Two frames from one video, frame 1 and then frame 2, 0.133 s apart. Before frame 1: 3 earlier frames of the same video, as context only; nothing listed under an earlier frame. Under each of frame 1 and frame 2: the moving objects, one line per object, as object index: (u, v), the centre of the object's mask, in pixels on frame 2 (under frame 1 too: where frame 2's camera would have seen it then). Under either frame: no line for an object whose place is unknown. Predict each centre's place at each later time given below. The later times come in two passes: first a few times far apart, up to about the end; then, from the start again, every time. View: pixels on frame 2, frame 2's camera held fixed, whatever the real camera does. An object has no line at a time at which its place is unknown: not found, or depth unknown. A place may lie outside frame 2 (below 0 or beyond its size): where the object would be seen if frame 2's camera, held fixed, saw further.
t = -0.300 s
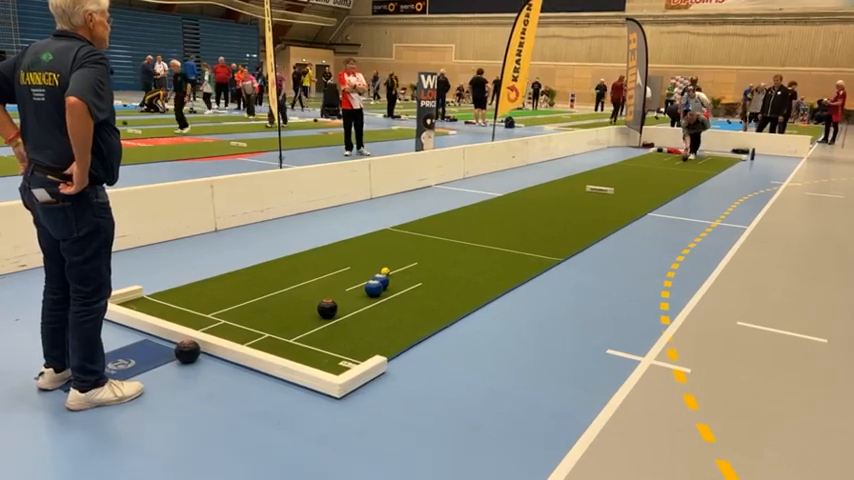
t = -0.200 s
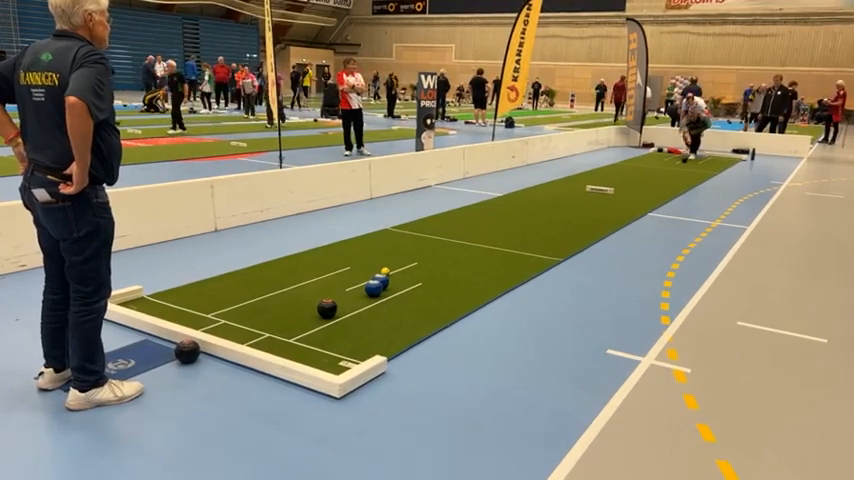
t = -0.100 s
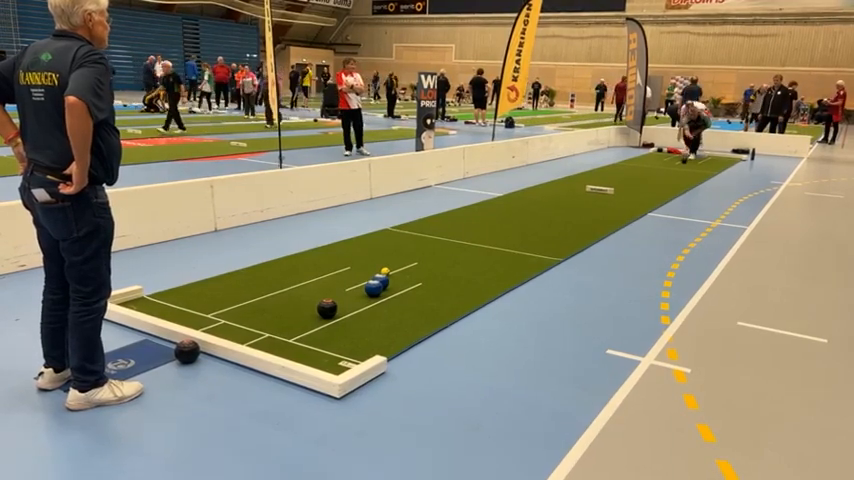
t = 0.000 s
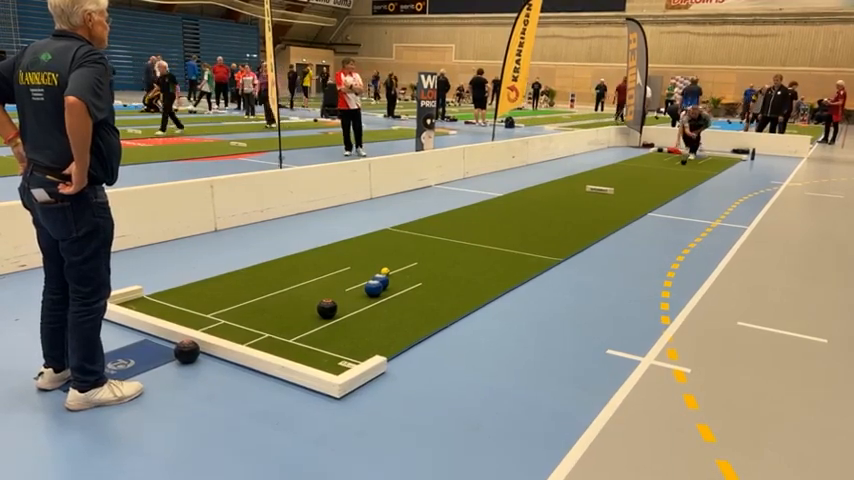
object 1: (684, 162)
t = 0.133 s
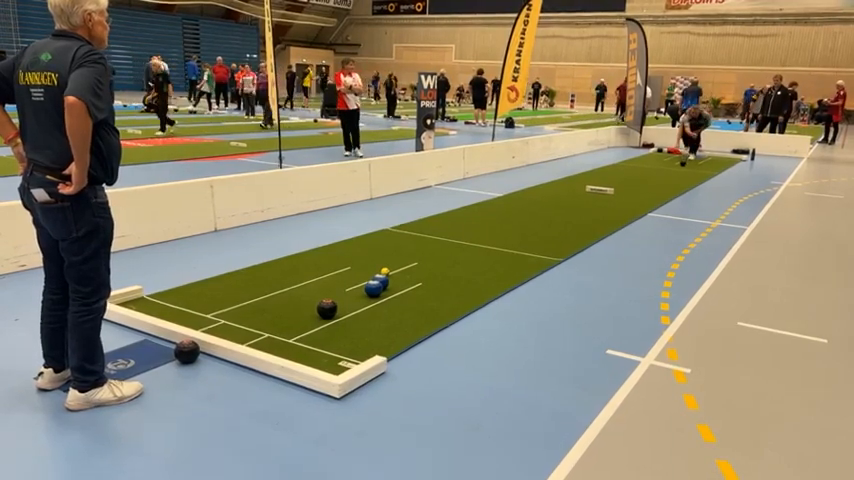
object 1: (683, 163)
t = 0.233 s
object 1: (682, 164)
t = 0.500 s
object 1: (681, 167)
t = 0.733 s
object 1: (679, 170)
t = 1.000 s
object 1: (676, 173)
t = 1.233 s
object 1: (674, 176)
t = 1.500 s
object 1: (671, 179)
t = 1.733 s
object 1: (668, 182)
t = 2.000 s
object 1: (664, 186)
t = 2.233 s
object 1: (660, 189)
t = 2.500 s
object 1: (656, 193)
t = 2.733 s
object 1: (651, 196)
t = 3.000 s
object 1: (646, 200)
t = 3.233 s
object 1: (642, 204)
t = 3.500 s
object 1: (636, 208)
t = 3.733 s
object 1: (630, 212)
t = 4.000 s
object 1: (623, 216)
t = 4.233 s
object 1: (616, 220)
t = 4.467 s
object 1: (608, 224)
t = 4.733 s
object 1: (598, 229)
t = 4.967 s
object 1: (588, 233)
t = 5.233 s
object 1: (577, 237)
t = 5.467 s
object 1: (566, 241)
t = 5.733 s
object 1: (552, 245)
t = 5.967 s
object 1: (541, 248)
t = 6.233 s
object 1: (526, 253)
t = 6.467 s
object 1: (513, 256)
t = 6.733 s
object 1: (499, 260)
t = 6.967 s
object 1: (486, 262)
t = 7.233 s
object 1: (472, 265)
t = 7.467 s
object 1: (459, 267)
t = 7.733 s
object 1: (445, 269)
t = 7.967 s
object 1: (434, 271)
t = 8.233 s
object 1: (421, 272)
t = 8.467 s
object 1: (412, 274)
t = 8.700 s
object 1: (404, 275)
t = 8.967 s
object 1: (395, 276)
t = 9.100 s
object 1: (391, 275)
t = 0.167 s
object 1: (683, 164)
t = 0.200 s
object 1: (683, 164)
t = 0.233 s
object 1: (682, 164)
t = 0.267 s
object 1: (682, 165)
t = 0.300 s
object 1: (682, 165)
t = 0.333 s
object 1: (682, 165)
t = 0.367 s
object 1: (682, 166)
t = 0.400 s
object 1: (681, 166)
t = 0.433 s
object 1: (681, 166)
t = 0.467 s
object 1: (681, 167)
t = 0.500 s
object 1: (681, 167)
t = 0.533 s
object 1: (680, 168)
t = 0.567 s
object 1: (680, 168)
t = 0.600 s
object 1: (680, 168)
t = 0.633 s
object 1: (680, 168)
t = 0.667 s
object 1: (679, 169)
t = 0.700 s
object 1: (679, 170)
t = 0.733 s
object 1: (679, 170)
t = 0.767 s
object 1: (679, 170)
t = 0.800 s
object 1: (678, 170)
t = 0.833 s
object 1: (678, 171)
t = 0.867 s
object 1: (678, 171)
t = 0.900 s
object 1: (677, 172)
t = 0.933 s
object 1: (677, 172)
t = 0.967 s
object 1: (676, 173)
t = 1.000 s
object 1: (676, 173)
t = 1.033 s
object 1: (676, 173)
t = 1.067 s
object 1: (676, 174)
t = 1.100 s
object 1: (675, 174)
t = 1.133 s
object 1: (675, 175)
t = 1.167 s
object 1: (675, 175)
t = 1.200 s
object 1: (674, 175)
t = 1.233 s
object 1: (674, 176)
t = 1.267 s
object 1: (673, 176)
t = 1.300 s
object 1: (673, 177)
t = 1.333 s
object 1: (673, 177)
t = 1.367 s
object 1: (673, 178)
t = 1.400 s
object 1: (672, 178)
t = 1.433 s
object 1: (672, 179)
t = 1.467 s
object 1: (671, 179)
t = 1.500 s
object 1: (671, 179)
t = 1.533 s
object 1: (670, 180)
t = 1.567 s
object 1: (670, 180)
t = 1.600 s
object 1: (670, 180)
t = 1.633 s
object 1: (669, 181)
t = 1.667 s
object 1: (669, 181)
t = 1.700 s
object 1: (668, 182)
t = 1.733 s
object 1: (668, 182)
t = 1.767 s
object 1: (667, 182)
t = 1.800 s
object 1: (667, 183)
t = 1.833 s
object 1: (666, 183)
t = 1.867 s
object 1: (666, 184)
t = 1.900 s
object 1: (665, 184)
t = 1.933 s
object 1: (665, 185)
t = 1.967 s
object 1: (664, 185)
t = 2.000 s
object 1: (664, 186)
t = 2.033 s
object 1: (663, 186)
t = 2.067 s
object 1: (663, 186)
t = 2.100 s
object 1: (662, 187)
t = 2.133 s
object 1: (662, 187)
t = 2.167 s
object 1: (661, 188)
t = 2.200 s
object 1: (661, 188)
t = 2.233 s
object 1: (660, 189)
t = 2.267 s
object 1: (660, 189)
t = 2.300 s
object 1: (659, 190)
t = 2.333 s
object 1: (659, 190)
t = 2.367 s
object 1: (658, 191)
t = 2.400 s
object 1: (657, 191)
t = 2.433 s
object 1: (657, 192)
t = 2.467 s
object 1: (656, 192)
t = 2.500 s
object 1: (656, 193)
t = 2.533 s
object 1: (655, 193)
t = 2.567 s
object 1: (655, 194)
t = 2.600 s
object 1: (654, 194)
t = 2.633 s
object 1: (653, 195)
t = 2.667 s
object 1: (653, 195)
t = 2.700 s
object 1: (652, 196)
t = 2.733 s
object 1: (651, 196)
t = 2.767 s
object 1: (651, 197)
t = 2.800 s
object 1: (650, 197)
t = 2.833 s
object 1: (649, 198)
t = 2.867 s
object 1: (649, 198)
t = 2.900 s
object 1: (648, 199)
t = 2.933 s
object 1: (648, 199)
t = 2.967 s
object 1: (647, 200)
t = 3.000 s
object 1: (646, 200)
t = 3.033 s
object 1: (646, 201)
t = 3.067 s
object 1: (645, 201)
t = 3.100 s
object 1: (644, 202)
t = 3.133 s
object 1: (643, 202)
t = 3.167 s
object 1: (643, 203)
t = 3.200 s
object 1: (642, 203)
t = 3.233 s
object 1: (642, 204)
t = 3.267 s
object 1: (641, 204)
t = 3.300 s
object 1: (640, 205)
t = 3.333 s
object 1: (640, 205)
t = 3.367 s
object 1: (639, 206)
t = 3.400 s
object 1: (638, 207)
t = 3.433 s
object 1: (637, 207)
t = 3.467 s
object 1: (637, 207)
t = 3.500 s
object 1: (636, 208)
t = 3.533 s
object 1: (635, 209)
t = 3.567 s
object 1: (634, 209)
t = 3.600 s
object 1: (634, 210)
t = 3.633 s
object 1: (633, 210)
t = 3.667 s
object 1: (632, 211)
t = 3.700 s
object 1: (631, 211)
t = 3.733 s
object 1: (630, 212)
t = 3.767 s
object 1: (629, 213)
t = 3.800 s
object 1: (629, 213)
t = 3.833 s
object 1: (628, 213)
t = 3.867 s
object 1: (627, 214)
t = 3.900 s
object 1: (626, 215)
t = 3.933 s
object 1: (625, 215)
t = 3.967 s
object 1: (624, 216)
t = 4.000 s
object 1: (623, 216)
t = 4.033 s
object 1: (622, 217)
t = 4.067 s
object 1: (621, 217)
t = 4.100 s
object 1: (620, 218)
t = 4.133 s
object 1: (619, 218)
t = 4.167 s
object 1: (618, 219)
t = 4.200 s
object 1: (617, 220)
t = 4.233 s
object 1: (616, 220)
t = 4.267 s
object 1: (615, 220)
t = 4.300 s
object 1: (614, 221)
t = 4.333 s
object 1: (612, 222)
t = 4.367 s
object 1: (611, 222)
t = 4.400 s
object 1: (610, 223)
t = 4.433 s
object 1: (609, 223)
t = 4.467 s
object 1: (608, 224)
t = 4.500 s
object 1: (607, 225)
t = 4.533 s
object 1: (606, 225)
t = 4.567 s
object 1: (604, 226)
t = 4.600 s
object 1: (603, 226)
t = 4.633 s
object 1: (601, 227)
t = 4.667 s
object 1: (600, 227)
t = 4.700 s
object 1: (599, 228)
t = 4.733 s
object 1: (598, 229)
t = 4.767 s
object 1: (596, 230)
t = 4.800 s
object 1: (595, 230)
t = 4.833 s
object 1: (594, 231)
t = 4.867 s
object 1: (593, 231)
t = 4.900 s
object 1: (591, 232)
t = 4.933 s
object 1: (590, 232)
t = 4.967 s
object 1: (588, 233)
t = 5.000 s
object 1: (587, 233)
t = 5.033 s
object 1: (585, 234)
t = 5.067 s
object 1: (584, 234)
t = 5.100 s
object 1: (583, 235)
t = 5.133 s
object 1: (581, 236)
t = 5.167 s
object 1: (580, 236)
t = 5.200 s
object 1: (578, 237)
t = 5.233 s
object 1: (577, 237)
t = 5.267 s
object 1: (575, 238)
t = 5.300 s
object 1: (574, 238)
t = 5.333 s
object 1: (572, 239)
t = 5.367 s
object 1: (570, 239)
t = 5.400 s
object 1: (569, 240)
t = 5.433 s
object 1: (567, 240)
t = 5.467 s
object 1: (566, 241)
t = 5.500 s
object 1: (564, 242)
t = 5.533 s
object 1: (563, 242)
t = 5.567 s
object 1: (561, 243)
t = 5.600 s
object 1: (559, 243)
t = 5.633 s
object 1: (557, 244)
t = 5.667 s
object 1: (556, 244)
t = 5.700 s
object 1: (554, 245)
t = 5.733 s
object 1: (552, 245)
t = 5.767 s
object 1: (551, 246)
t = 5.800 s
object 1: (549, 247)
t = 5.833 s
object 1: (547, 247)
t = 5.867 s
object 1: (546, 247)
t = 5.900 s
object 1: (544, 248)
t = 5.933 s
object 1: (542, 248)
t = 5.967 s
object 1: (541, 248)
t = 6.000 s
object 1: (539, 249)
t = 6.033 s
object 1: (537, 250)
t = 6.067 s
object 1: (535, 250)
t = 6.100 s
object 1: (533, 251)
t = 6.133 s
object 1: (532, 251)
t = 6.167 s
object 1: (530, 251)
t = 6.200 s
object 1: (528, 252)
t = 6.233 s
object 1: (526, 253)
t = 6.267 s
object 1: (524, 253)
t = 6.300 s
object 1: (522, 254)
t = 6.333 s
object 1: (521, 254)
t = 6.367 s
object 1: (519, 255)
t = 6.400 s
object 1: (517, 255)
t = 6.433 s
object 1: (515, 256)
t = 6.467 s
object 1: (513, 256)
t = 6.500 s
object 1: (512, 256)
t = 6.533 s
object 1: (510, 257)
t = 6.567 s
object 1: (508, 257)
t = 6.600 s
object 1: (506, 258)
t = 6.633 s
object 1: (504, 258)
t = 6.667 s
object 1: (503, 259)
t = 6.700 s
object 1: (501, 259)
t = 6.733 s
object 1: (499, 260)
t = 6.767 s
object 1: (497, 260)
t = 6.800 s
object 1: (496, 260)
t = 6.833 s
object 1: (494, 261)
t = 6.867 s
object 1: (492, 261)
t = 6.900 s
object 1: (490, 261)
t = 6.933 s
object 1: (488, 262)
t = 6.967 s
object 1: (486, 262)
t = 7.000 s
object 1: (485, 263)
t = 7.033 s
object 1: (482, 263)
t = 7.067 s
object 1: (481, 263)
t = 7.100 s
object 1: (479, 263)
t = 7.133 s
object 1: (477, 264)
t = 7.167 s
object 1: (476, 264)
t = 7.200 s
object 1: (474, 265)
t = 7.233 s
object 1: (472, 265)
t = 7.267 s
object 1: (470, 265)
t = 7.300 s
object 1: (468, 265)
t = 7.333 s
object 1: (466, 266)
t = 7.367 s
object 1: (465, 266)
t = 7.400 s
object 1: (463, 267)
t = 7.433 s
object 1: (461, 267)
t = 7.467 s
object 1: (459, 267)
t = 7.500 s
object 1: (458, 267)
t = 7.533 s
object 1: (456, 268)
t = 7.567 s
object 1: (454, 268)
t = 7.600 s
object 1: (453, 268)
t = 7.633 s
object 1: (451, 269)
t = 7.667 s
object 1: (449, 269)
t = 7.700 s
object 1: (447, 269)
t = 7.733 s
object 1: (445, 269)
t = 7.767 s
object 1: (444, 270)
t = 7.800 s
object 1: (442, 270)
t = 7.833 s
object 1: (440, 270)
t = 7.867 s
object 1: (438, 270)
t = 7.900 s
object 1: (437, 271)
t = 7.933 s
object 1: (435, 271)
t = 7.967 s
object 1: (434, 271)
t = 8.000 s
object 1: (432, 271)
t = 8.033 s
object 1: (431, 271)
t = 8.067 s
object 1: (429, 272)
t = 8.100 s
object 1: (427, 272)
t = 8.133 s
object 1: (426, 272)
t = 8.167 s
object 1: (424, 272)
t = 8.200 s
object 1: (423, 273)
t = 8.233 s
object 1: (421, 272)
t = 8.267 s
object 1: (420, 273)
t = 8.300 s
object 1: (418, 273)
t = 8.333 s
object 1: (417, 273)
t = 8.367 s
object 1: (416, 273)
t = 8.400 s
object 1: (414, 273)
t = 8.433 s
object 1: (413, 273)
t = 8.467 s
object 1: (412, 274)
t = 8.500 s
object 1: (411, 274)
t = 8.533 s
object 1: (409, 274)
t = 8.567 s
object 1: (408, 274)
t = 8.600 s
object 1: (407, 274)
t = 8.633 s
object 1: (406, 275)
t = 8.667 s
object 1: (404, 275)
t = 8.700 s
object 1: (404, 275)
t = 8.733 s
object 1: (402, 275)
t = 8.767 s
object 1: (401, 275)
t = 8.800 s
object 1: (400, 276)
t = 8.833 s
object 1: (398, 275)
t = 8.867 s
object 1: (397, 275)
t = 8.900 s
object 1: (396, 276)
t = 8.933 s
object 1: (395, 275)
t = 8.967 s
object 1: (395, 276)
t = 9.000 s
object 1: (394, 275)
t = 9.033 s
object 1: (393, 275)
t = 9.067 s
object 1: (392, 275)
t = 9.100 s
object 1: (391, 275)
